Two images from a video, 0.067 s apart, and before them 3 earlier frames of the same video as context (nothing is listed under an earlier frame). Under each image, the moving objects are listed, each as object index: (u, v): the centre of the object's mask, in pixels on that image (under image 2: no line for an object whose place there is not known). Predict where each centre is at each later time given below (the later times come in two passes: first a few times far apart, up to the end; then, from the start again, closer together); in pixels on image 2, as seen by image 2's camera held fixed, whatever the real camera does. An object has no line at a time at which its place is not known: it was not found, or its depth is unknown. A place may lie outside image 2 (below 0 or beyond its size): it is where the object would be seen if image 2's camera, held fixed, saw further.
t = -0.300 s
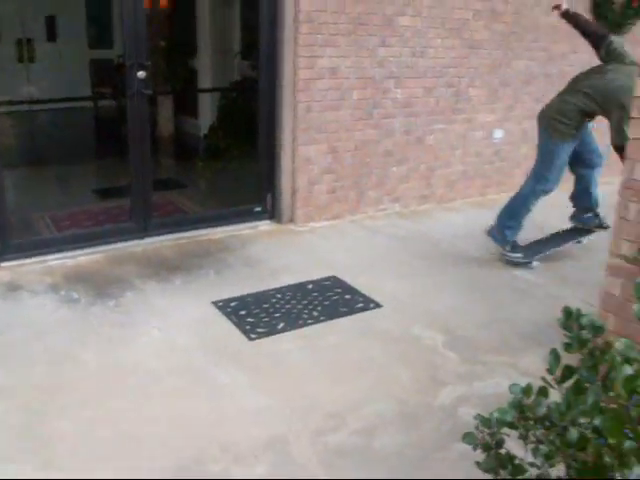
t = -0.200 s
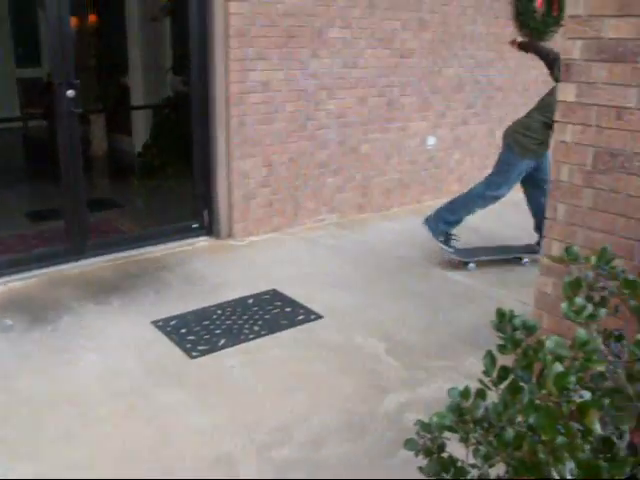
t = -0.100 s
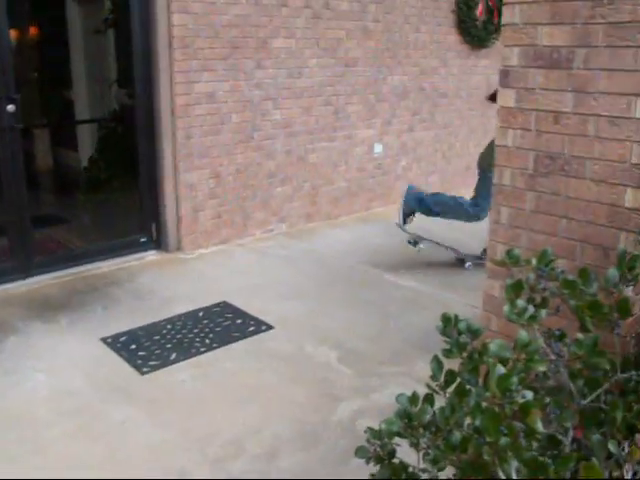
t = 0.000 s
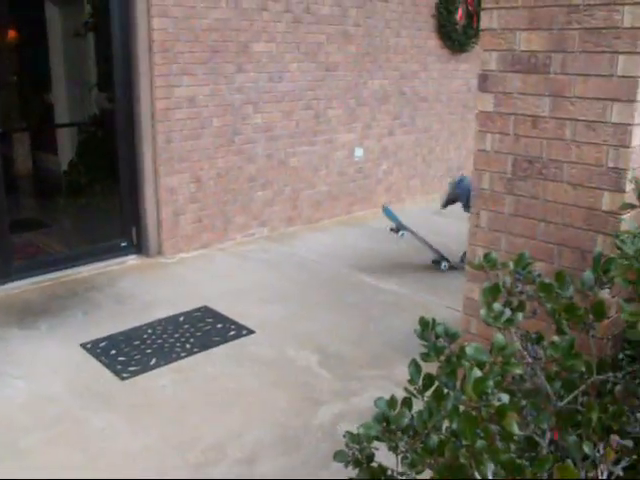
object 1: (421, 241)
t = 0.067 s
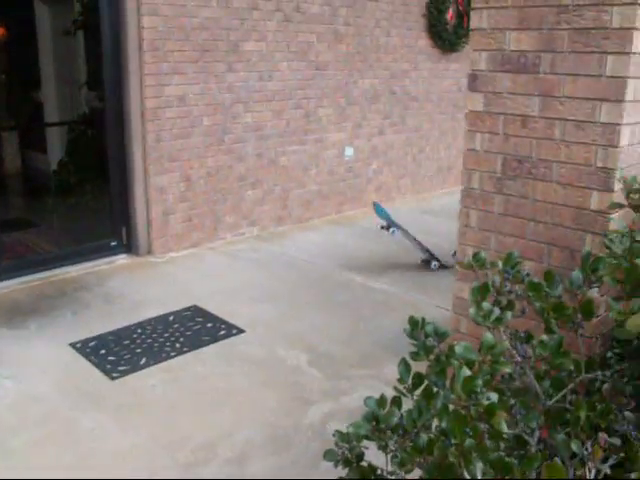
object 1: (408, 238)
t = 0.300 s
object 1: (407, 260)
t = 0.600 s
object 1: (408, 258)
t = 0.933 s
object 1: (413, 257)
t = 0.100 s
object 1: (407, 239)
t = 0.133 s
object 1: (408, 242)
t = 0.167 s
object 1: (408, 246)
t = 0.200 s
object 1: (412, 250)
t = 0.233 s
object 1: (411, 252)
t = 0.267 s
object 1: (407, 255)
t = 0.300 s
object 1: (407, 260)
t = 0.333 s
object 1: (407, 258)
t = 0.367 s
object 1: (406, 257)
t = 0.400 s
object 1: (406, 258)
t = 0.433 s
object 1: (406, 259)
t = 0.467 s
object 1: (406, 259)
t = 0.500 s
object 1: (407, 259)
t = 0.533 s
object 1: (406, 259)
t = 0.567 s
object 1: (407, 258)
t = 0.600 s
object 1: (408, 258)
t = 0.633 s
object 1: (408, 258)
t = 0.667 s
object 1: (409, 258)
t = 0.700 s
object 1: (409, 258)
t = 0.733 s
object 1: (410, 258)
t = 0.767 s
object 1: (410, 258)
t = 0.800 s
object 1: (411, 257)
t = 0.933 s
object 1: (413, 257)
